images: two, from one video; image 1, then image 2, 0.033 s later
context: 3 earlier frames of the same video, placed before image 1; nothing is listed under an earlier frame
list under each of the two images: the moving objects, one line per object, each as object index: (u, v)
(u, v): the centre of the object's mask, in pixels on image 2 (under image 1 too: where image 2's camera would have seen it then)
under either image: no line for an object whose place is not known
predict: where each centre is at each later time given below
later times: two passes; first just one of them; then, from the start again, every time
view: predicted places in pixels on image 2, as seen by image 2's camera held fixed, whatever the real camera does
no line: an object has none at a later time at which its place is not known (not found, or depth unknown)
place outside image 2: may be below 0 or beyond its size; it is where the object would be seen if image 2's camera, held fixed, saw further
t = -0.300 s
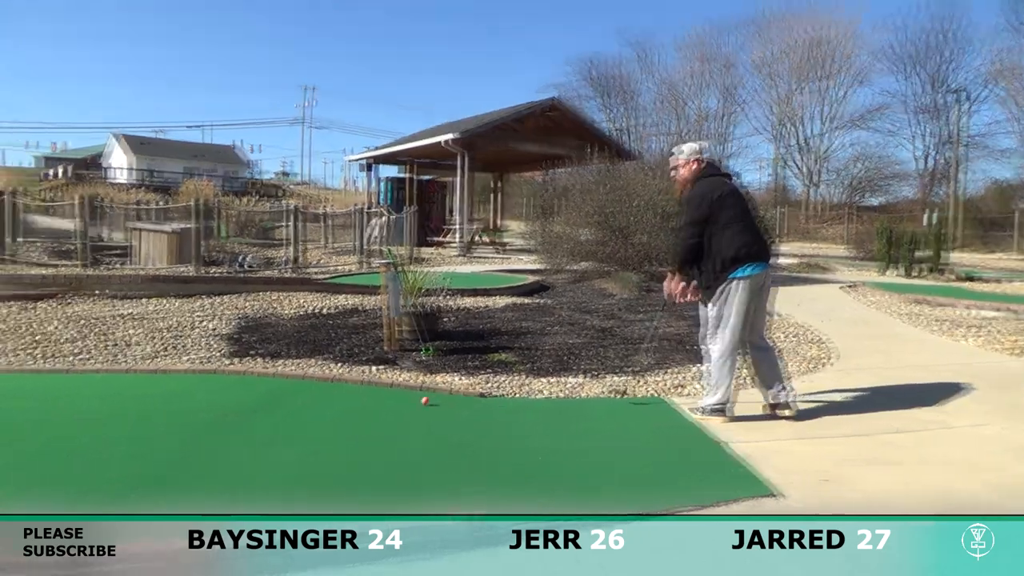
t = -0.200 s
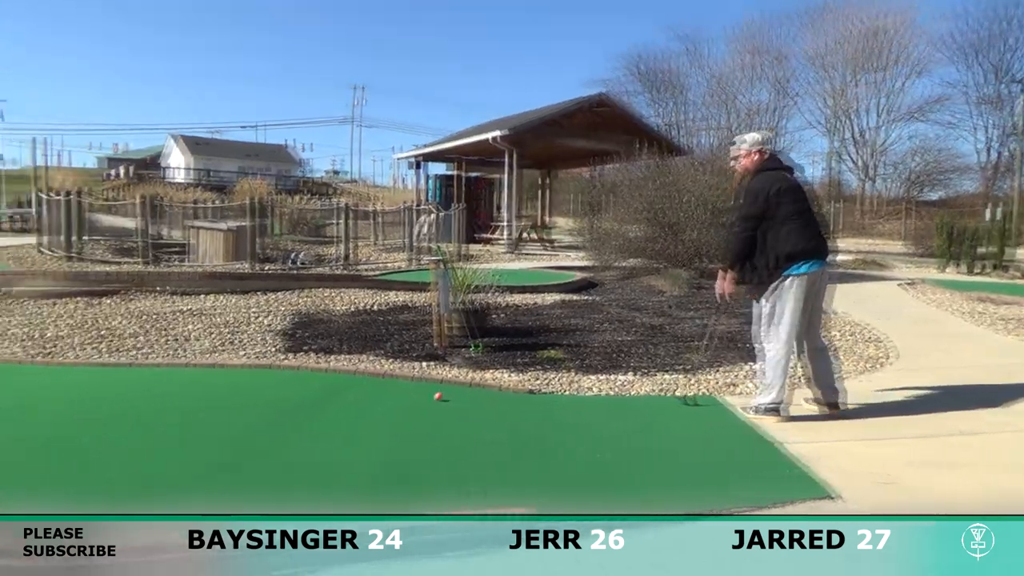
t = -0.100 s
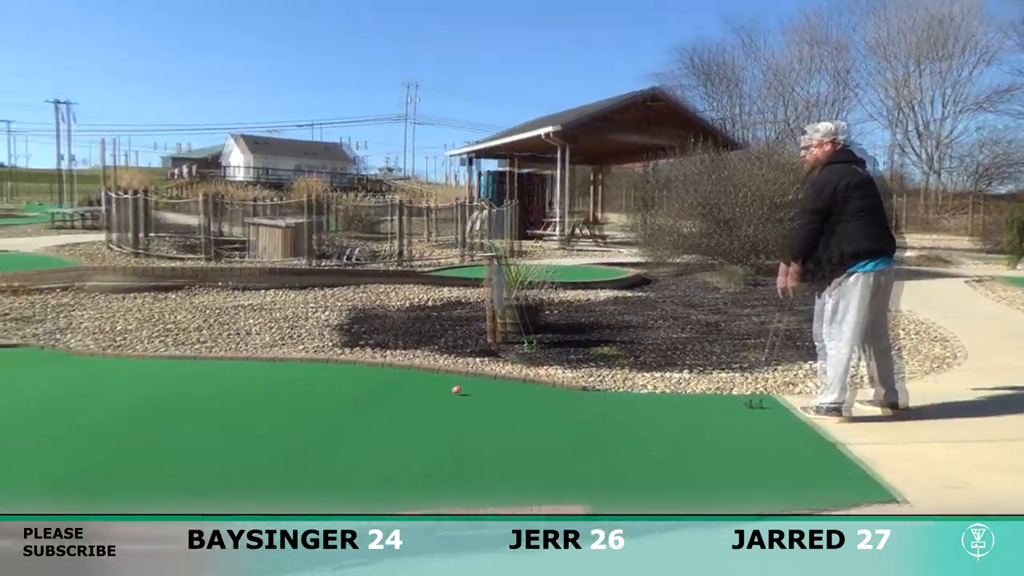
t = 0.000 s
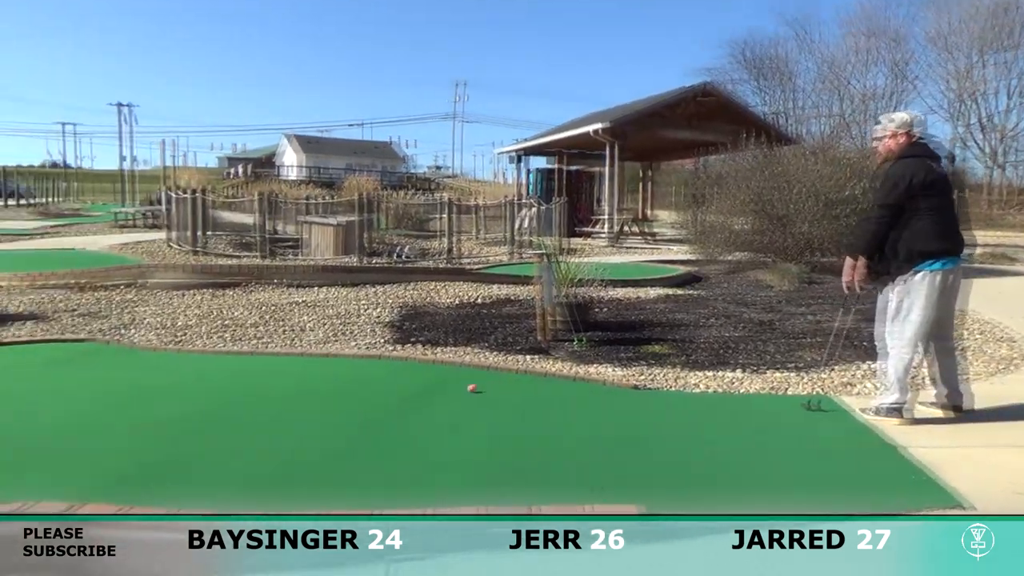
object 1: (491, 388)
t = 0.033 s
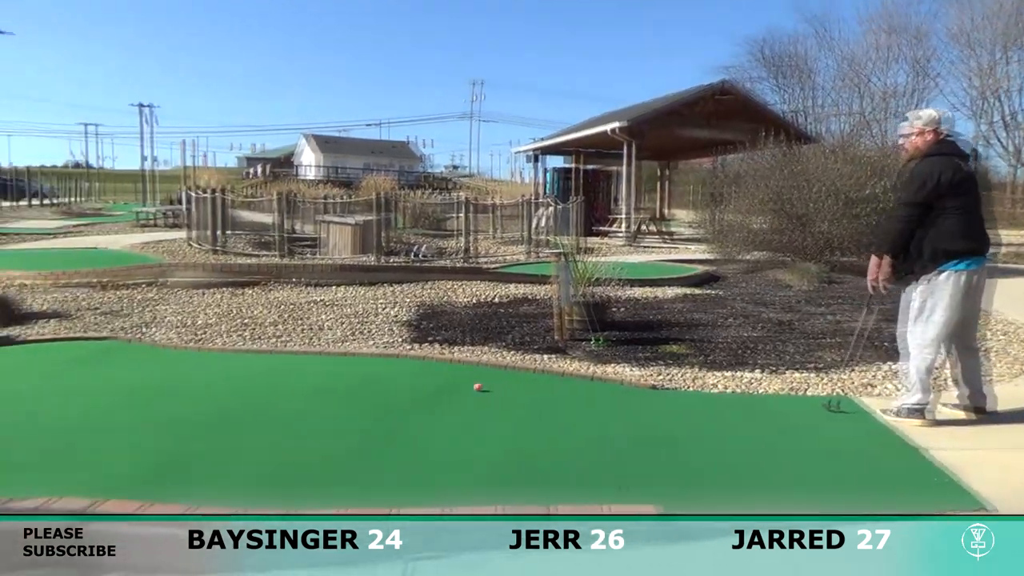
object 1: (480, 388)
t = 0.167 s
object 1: (433, 386)
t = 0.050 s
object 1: (474, 388)
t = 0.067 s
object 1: (467, 388)
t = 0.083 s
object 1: (461, 388)
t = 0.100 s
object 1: (455, 387)
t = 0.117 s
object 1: (449, 387)
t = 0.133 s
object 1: (444, 387)
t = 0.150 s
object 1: (438, 386)
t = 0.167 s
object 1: (433, 386)
